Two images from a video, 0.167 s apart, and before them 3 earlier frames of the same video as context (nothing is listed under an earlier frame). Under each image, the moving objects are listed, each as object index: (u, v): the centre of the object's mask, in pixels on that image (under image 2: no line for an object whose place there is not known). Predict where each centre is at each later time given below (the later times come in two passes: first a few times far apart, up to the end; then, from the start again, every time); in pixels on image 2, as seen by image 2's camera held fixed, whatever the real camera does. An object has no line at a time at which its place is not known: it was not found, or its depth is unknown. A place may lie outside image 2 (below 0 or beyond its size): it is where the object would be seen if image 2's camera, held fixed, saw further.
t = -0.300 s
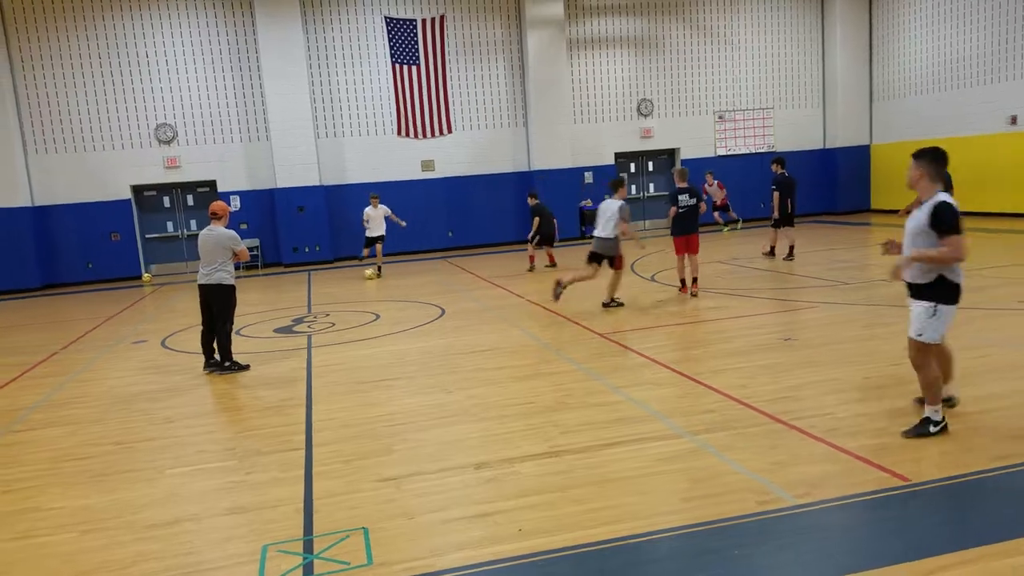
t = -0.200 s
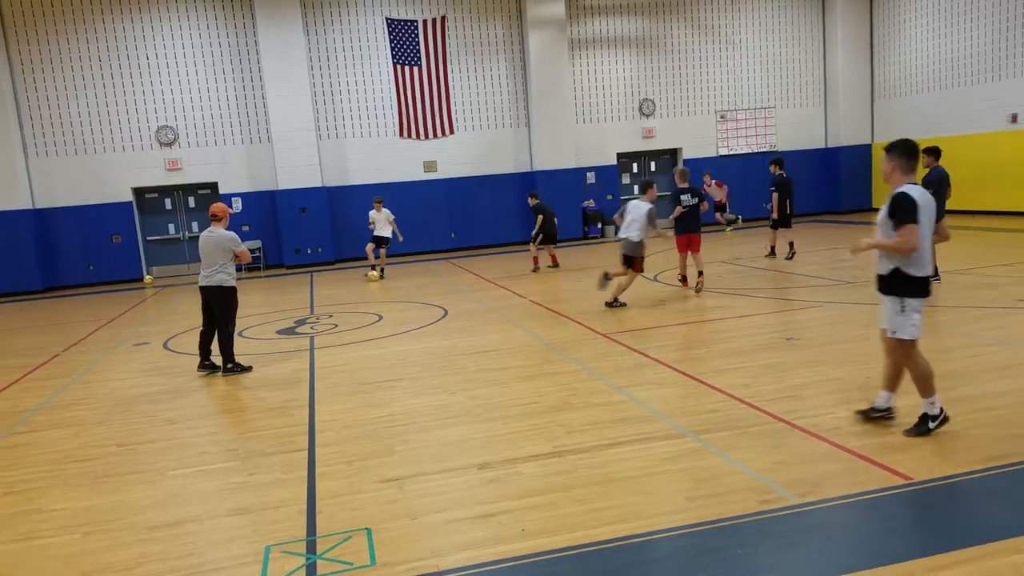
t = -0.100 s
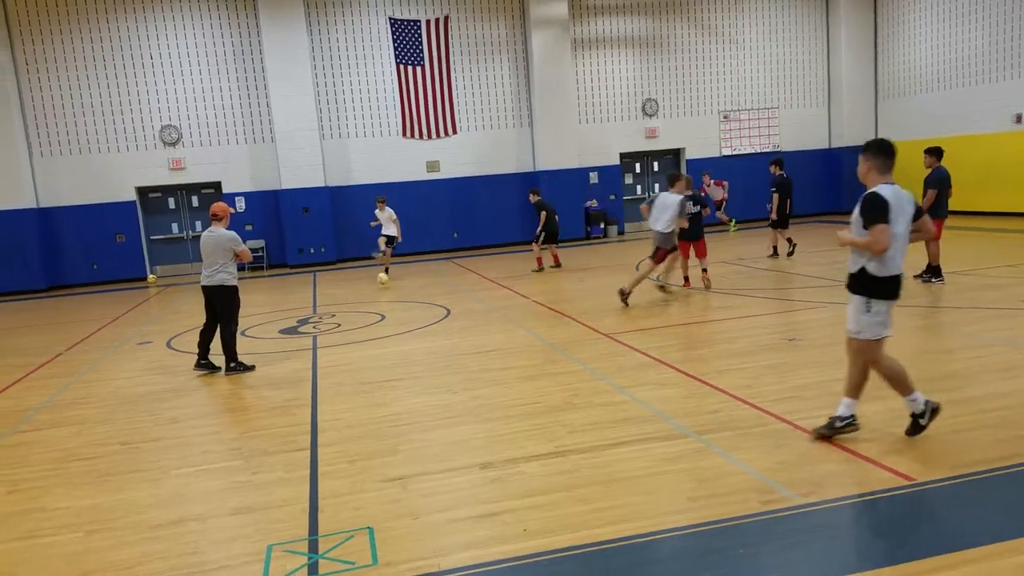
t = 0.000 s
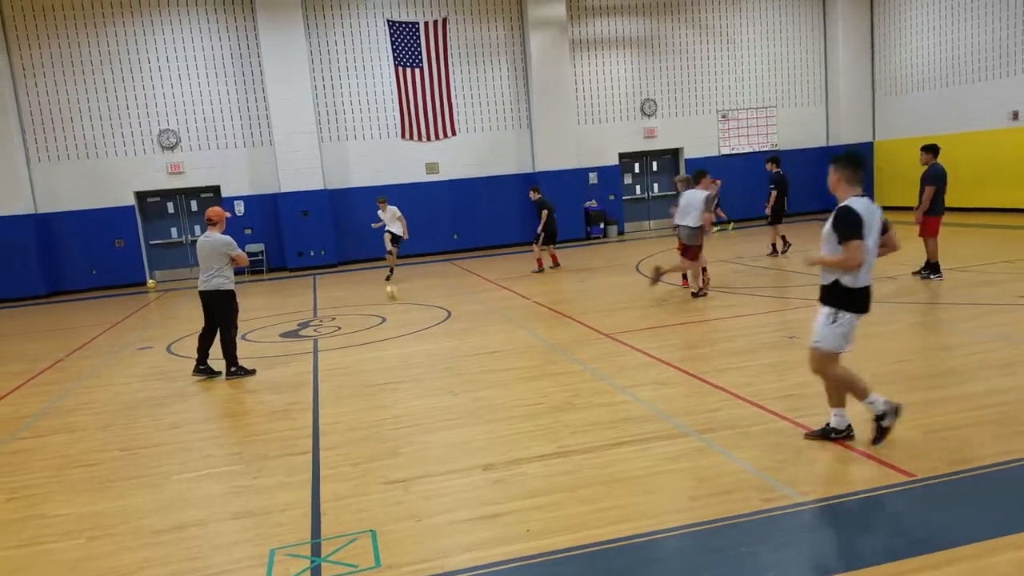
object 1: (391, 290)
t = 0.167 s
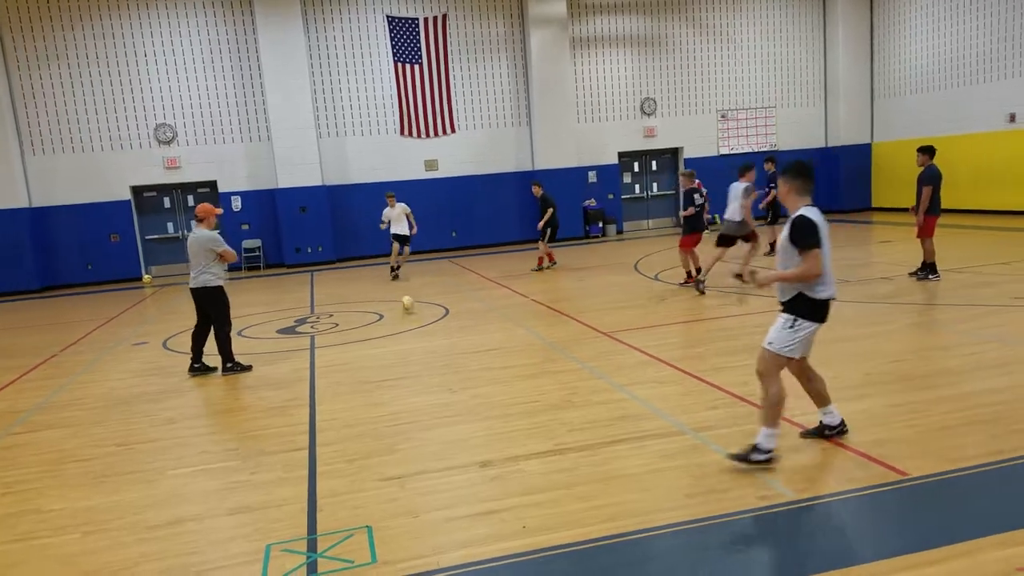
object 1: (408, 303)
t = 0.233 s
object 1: (415, 312)
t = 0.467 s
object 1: (453, 344)
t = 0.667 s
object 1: (498, 381)
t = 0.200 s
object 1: (411, 309)
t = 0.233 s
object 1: (415, 312)
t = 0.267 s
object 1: (419, 312)
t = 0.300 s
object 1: (424, 317)
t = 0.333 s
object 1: (430, 322)
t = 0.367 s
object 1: (435, 328)
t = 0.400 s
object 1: (440, 334)
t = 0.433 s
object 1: (446, 339)
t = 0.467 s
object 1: (453, 344)
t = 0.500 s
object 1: (459, 349)
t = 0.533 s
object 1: (465, 352)
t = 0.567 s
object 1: (473, 358)
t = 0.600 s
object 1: (481, 365)
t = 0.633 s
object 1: (489, 373)
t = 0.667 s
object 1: (498, 381)
